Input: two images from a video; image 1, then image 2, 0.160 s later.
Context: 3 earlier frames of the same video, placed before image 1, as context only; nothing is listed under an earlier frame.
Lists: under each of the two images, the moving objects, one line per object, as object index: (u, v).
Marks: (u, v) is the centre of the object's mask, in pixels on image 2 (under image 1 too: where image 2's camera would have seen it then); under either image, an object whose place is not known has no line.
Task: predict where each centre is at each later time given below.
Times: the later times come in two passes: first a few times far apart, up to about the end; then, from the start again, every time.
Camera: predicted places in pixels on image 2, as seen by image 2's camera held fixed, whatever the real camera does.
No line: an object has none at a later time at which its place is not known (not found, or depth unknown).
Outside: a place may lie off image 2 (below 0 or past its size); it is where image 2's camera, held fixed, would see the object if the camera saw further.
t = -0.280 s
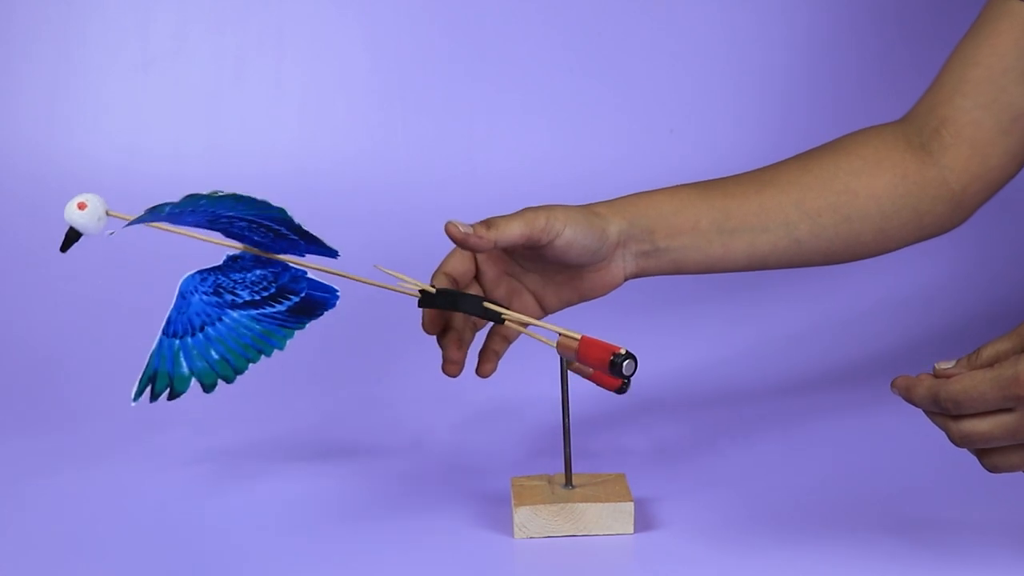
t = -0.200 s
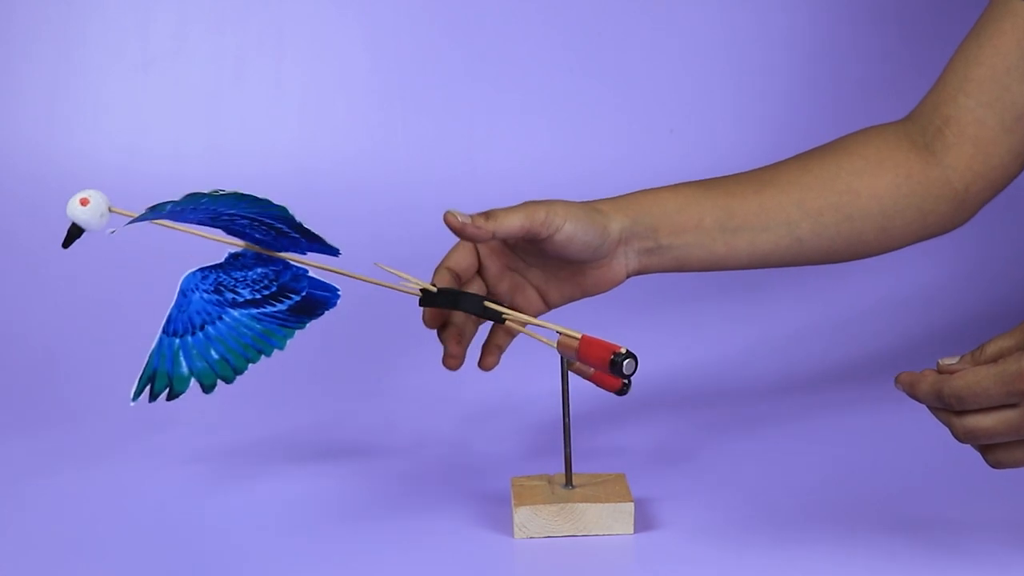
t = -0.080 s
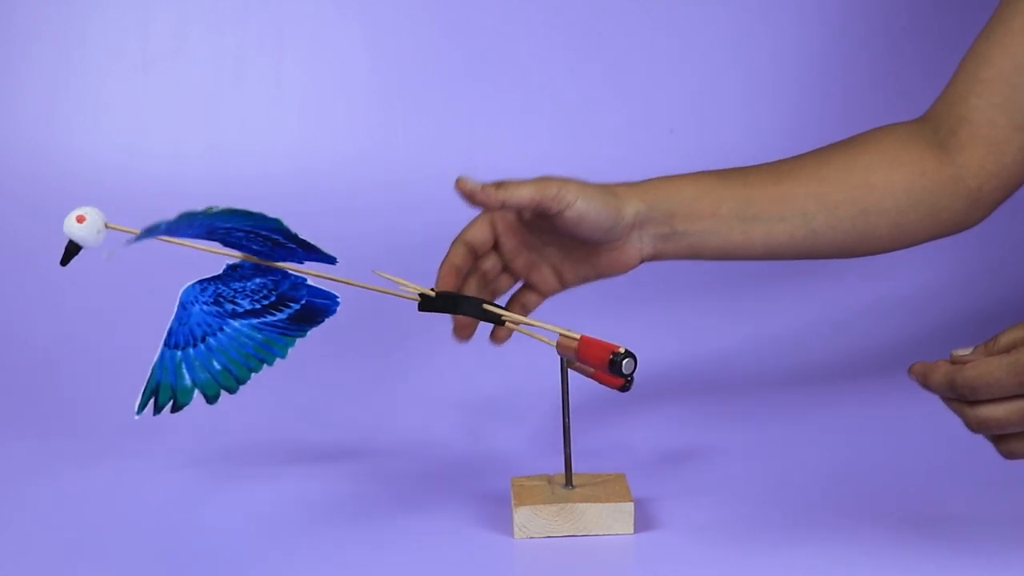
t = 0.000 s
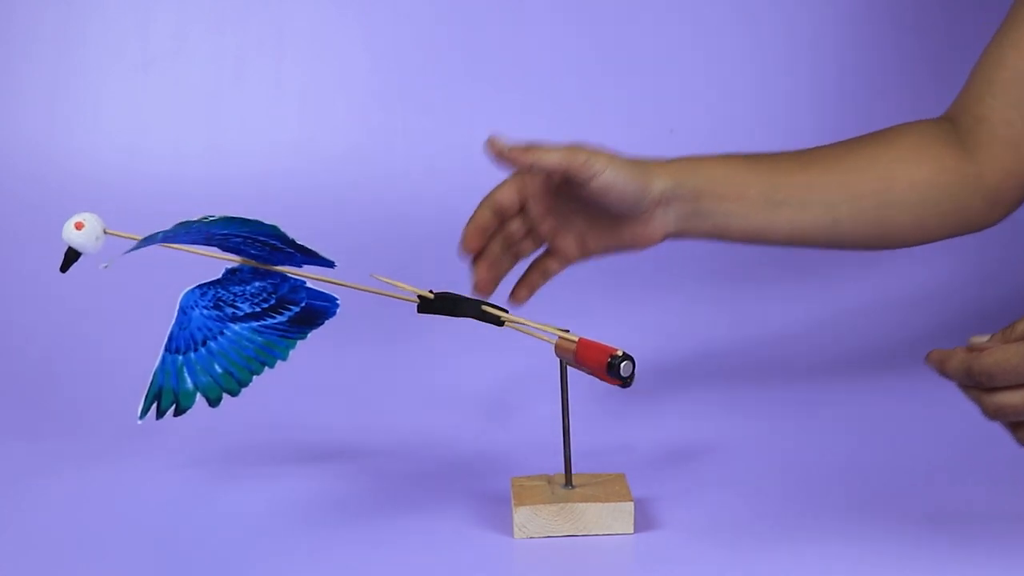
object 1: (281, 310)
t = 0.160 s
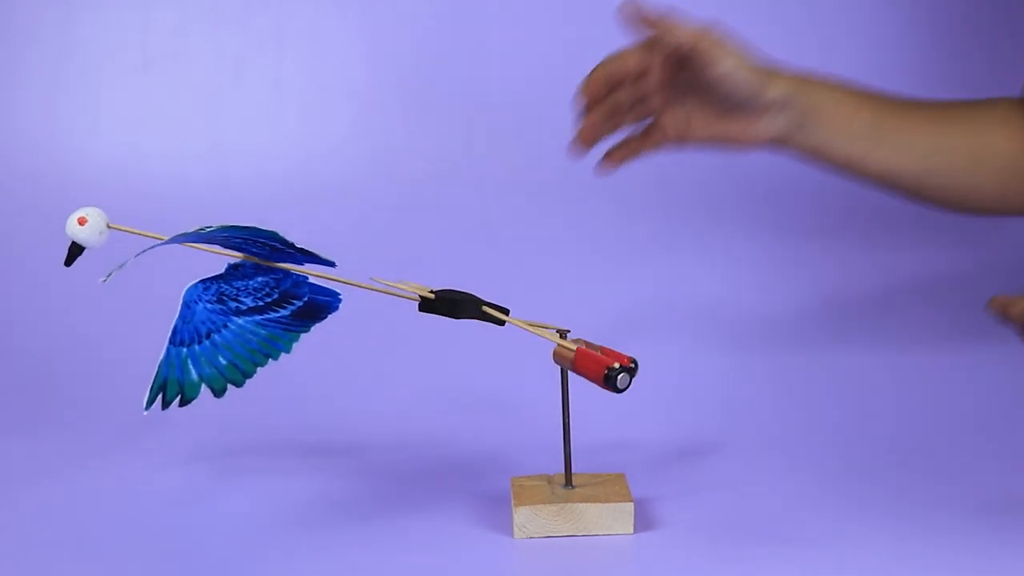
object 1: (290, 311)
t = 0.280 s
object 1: (310, 312)
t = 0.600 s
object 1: (320, 316)
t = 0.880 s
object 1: (306, 311)
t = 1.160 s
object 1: (311, 309)
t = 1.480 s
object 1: (336, 312)
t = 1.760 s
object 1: (333, 313)
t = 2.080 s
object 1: (318, 310)
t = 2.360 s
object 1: (312, 309)
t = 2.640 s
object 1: (328, 312)
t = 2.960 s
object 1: (331, 313)
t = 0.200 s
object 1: (296, 310)
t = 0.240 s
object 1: (302, 310)
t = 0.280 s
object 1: (310, 312)
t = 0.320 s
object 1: (313, 314)
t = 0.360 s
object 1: (316, 314)
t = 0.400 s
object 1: (318, 315)
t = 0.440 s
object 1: (319, 316)
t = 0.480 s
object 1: (321, 316)
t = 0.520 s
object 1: (322, 316)
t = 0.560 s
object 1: (321, 316)
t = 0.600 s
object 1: (320, 316)
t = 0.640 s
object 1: (322, 318)
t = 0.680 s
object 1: (319, 318)
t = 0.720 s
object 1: (311, 317)
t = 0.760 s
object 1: (310, 317)
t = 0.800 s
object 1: (307, 315)
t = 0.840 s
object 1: (306, 313)
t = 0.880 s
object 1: (306, 311)
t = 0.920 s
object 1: (306, 310)
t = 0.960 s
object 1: (307, 309)
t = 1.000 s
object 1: (308, 309)
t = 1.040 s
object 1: (309, 309)
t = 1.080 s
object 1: (309, 308)
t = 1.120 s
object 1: (310, 309)
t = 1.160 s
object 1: (311, 309)
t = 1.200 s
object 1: (314, 309)
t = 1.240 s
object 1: (316, 309)
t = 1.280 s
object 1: (319, 310)
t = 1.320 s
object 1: (326, 311)
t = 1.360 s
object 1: (329, 311)
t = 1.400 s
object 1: (332, 311)
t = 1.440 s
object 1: (335, 311)
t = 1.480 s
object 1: (336, 312)
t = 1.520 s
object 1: (339, 312)
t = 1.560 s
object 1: (341, 313)
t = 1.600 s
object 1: (343, 314)
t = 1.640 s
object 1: (334, 313)
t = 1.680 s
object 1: (348, 313)
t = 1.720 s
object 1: (334, 313)
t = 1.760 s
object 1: (333, 313)
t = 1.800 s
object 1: (332, 313)
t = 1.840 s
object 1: (331, 313)
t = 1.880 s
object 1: (329, 312)
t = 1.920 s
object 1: (334, 312)
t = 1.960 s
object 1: (331, 312)
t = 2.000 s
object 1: (328, 312)
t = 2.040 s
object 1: (326, 312)
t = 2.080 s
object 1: (318, 310)
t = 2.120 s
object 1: (316, 310)
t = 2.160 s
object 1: (313, 310)
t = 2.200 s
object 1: (312, 310)
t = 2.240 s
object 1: (312, 310)
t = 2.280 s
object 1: (311, 309)
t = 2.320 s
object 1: (311, 309)
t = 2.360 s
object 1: (312, 309)
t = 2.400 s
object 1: (312, 309)
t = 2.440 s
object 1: (313, 310)
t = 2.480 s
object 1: (315, 310)
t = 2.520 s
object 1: (317, 310)
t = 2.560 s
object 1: (320, 311)
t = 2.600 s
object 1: (325, 311)
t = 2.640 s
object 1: (328, 312)
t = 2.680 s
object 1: (331, 312)
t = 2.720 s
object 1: (335, 313)
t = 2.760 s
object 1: (334, 313)
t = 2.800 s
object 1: (337, 314)
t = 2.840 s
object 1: (339, 315)
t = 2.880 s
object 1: (340, 315)
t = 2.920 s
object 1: (331, 313)
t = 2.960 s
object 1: (331, 313)
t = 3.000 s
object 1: (330, 313)
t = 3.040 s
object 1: (329, 313)
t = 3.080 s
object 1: (328, 313)
